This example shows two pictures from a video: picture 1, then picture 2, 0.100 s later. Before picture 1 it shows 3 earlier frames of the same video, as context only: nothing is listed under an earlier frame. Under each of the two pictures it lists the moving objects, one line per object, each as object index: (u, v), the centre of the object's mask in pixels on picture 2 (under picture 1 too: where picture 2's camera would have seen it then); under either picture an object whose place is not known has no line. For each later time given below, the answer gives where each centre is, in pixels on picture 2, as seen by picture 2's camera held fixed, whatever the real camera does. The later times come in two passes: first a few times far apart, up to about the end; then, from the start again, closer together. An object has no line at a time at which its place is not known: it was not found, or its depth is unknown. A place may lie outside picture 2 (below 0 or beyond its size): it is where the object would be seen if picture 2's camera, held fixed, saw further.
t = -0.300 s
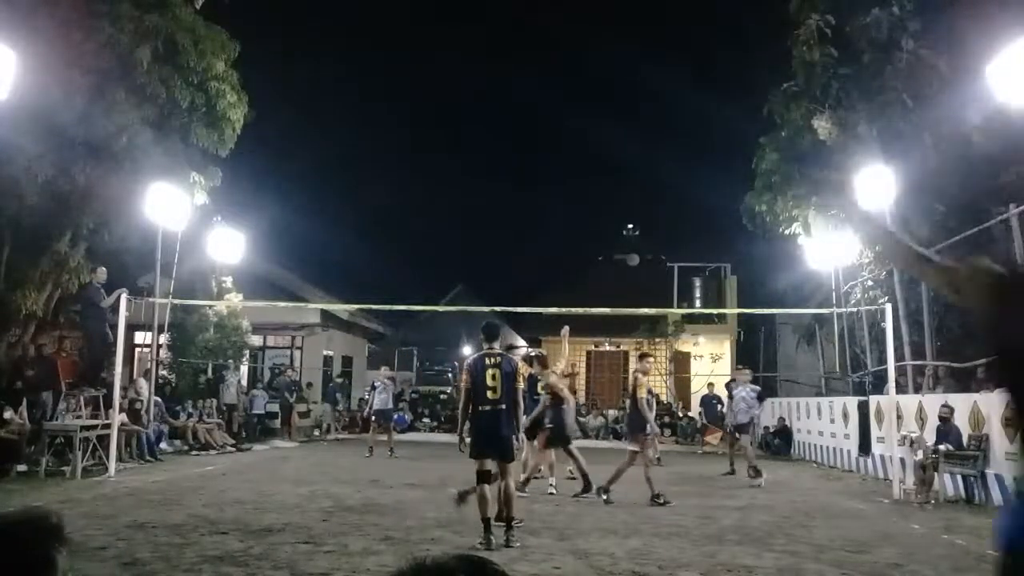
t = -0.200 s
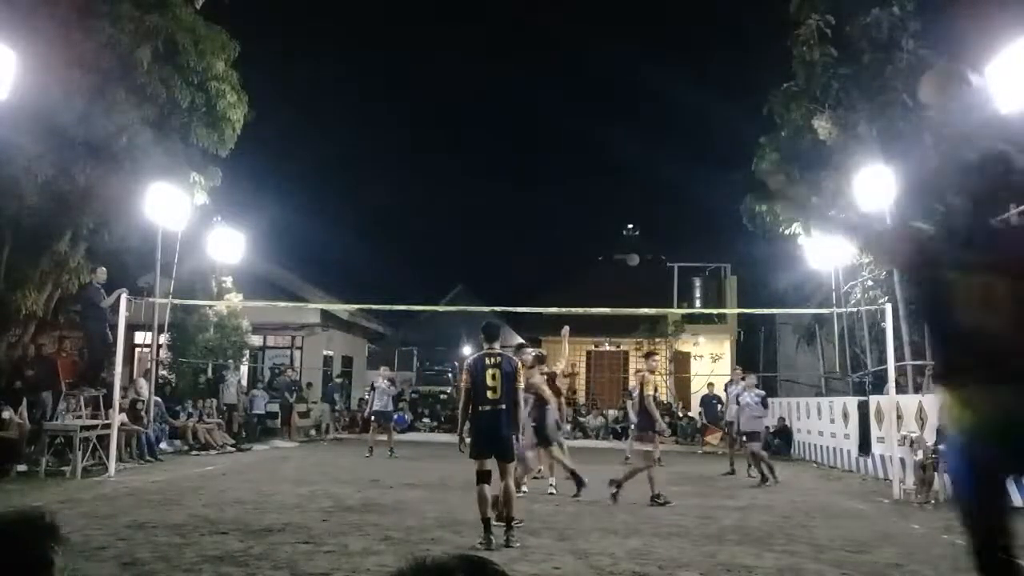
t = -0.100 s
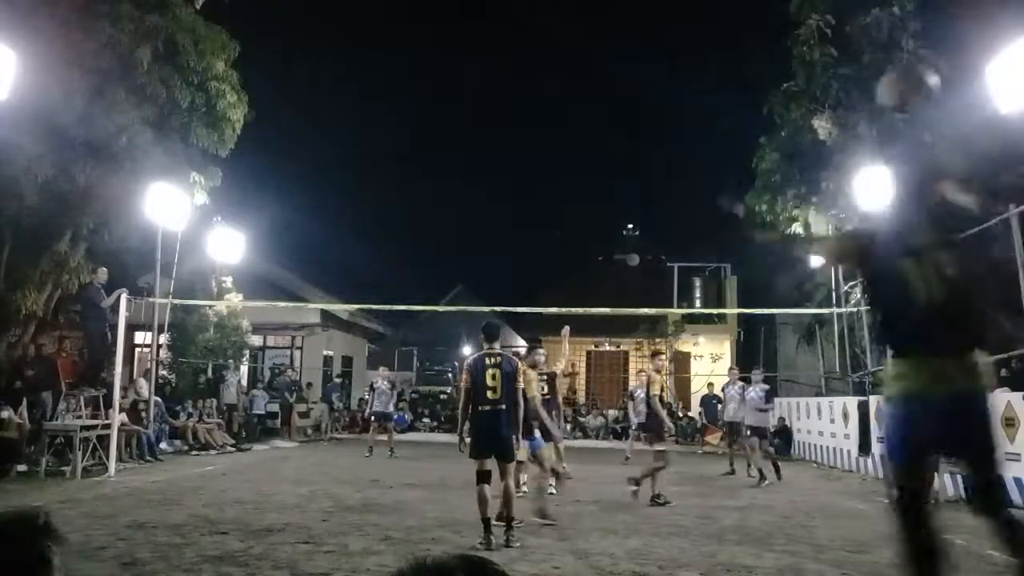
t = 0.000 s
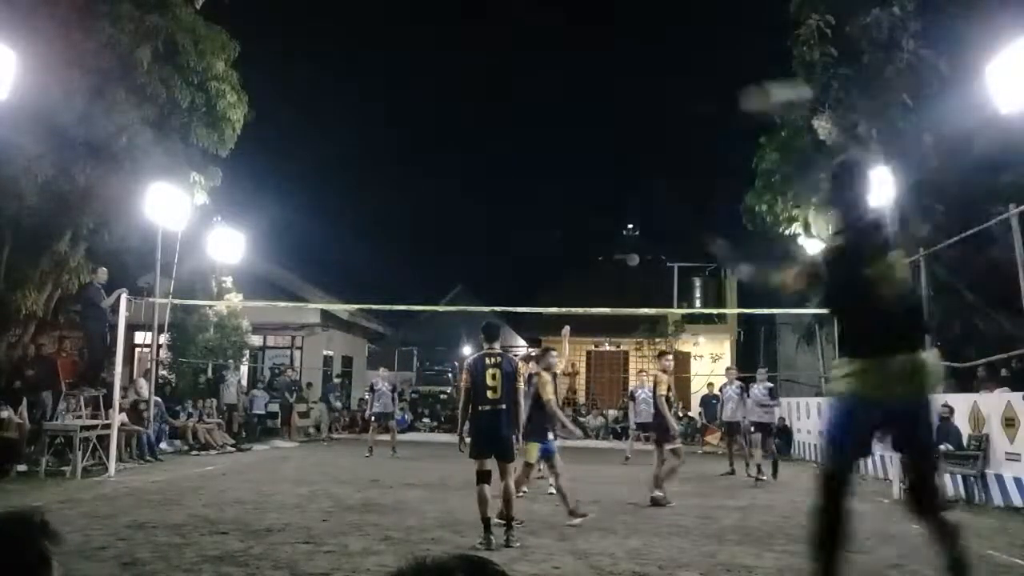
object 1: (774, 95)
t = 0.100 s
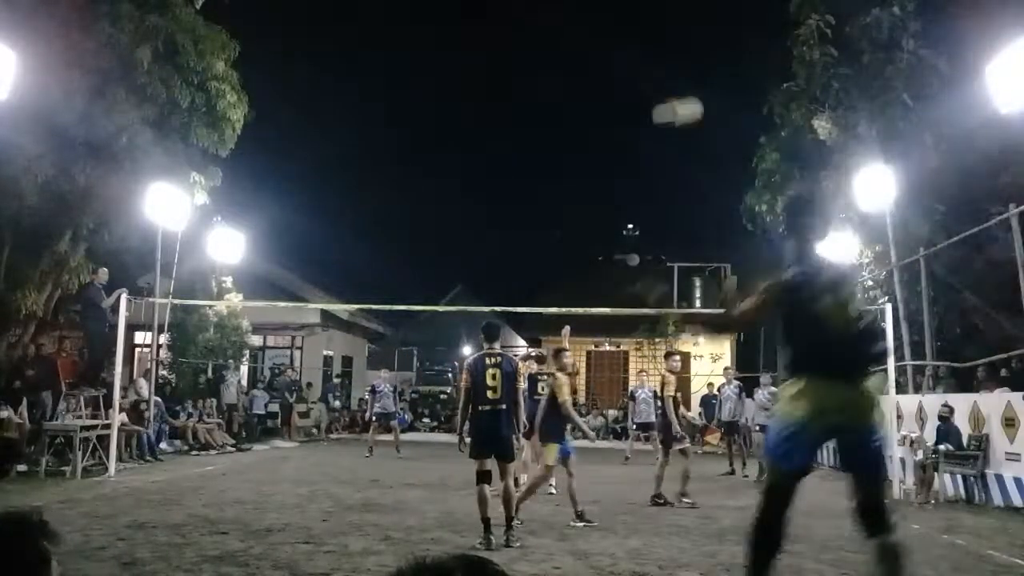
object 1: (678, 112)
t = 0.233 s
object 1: (598, 136)
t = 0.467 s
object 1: (525, 186)
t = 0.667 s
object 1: (486, 232)
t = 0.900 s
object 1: (452, 290)
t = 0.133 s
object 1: (653, 117)
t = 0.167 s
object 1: (633, 123)
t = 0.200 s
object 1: (614, 130)
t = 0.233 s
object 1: (598, 136)
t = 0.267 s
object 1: (584, 142)
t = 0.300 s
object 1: (572, 149)
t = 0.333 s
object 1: (561, 156)
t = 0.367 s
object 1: (551, 163)
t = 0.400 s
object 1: (541, 170)
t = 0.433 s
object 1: (533, 178)
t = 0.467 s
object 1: (525, 186)
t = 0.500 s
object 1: (517, 193)
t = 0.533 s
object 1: (510, 201)
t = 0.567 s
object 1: (504, 209)
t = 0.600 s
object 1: (497, 217)
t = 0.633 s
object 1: (492, 224)
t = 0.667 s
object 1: (486, 232)
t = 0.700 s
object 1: (480, 240)
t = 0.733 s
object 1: (475, 248)
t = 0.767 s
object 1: (470, 256)
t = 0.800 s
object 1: (465, 264)
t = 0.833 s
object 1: (460, 272)
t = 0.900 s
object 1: (452, 290)
